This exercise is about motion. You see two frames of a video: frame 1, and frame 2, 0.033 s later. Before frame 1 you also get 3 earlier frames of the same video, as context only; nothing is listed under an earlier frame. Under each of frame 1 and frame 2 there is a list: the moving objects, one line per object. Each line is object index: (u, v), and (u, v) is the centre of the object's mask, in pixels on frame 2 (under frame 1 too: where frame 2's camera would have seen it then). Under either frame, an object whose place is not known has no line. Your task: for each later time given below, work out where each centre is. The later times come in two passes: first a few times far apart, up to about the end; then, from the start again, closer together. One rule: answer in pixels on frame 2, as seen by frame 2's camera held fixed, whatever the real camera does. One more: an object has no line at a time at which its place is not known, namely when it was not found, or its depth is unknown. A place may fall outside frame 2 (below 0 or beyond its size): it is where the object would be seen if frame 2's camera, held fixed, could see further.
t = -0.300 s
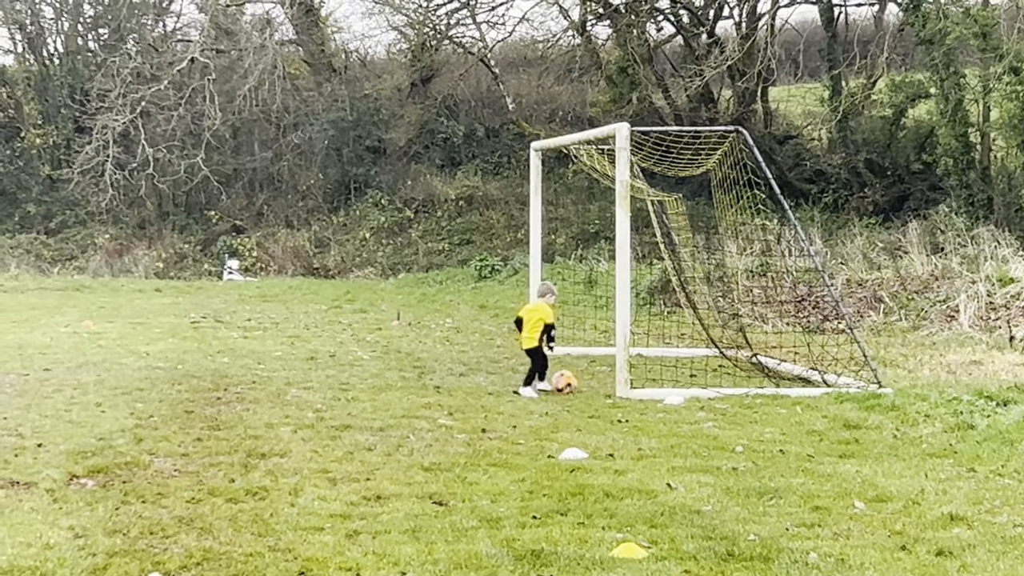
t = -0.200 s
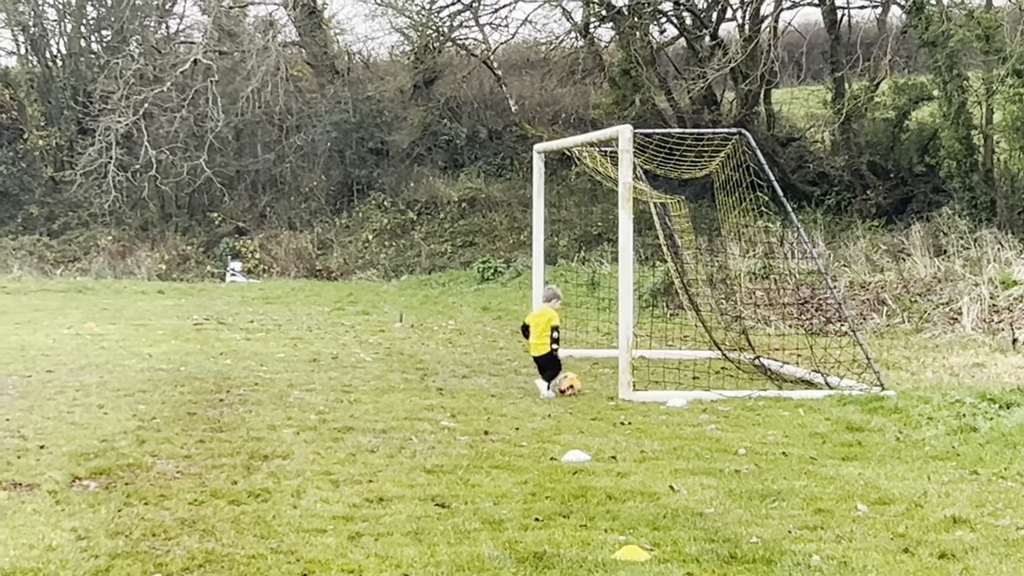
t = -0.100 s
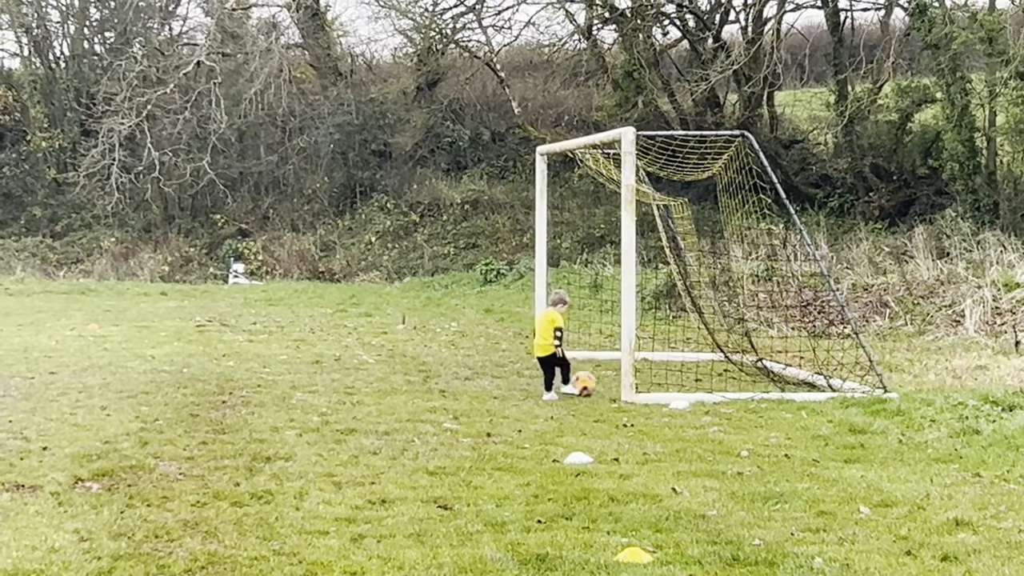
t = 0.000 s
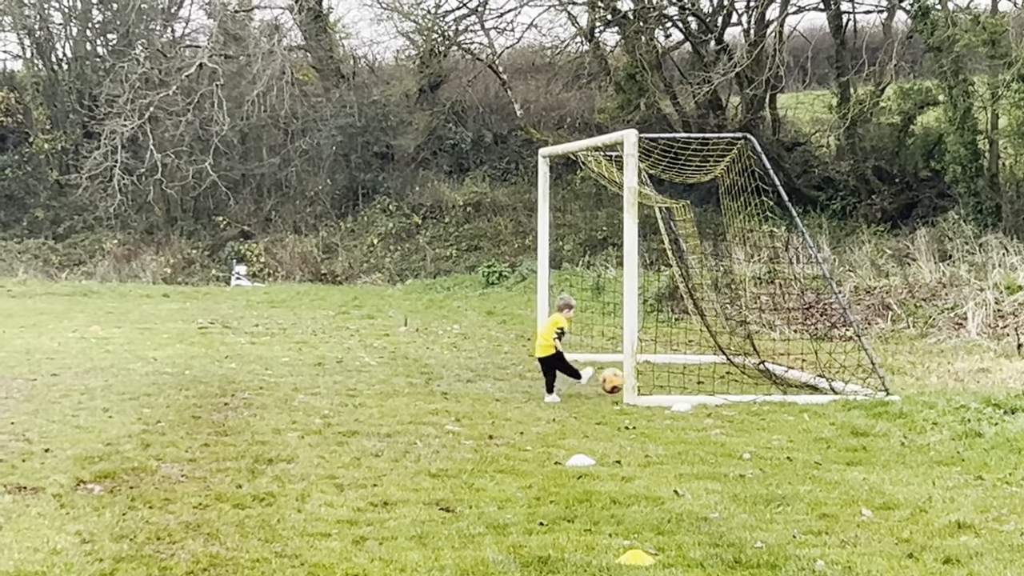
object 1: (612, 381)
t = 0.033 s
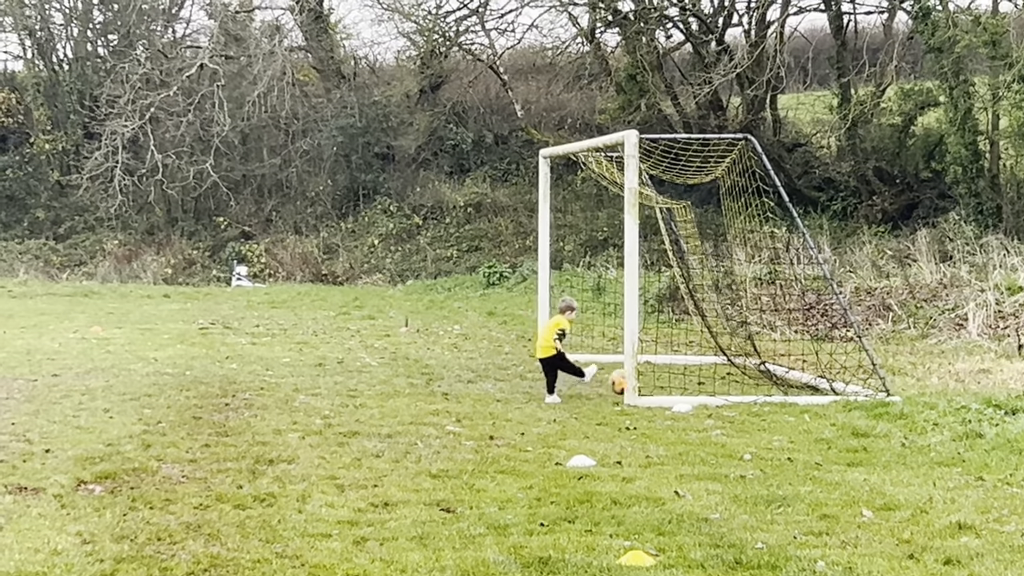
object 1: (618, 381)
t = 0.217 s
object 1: (661, 382)
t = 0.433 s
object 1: (694, 385)
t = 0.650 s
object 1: (721, 385)
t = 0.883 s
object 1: (747, 387)
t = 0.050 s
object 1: (620, 382)
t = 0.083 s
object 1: (642, 385)
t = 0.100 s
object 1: (645, 386)
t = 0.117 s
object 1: (646, 386)
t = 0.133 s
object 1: (648, 385)
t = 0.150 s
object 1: (650, 384)
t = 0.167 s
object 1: (651, 384)
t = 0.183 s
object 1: (655, 382)
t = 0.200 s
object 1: (658, 382)
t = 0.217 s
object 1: (661, 382)
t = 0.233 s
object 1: (664, 382)
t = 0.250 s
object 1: (667, 382)
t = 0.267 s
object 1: (670, 383)
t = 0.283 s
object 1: (674, 384)
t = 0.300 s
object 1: (676, 384)
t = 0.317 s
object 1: (678, 386)
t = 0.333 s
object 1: (681, 386)
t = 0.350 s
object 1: (683, 385)
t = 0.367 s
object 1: (686, 384)
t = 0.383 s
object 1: (688, 385)
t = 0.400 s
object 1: (690, 385)
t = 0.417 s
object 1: (692, 385)
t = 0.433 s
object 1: (694, 385)
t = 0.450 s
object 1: (696, 385)
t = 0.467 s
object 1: (699, 385)
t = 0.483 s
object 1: (701, 384)
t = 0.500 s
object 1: (703, 385)
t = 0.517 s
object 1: (705, 384)
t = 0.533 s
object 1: (707, 385)
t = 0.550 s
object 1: (709, 385)
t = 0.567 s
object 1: (712, 385)
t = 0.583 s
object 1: (714, 386)
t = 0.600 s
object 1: (716, 386)
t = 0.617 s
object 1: (718, 386)
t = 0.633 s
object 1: (719, 386)
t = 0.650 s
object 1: (721, 385)
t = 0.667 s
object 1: (722, 385)
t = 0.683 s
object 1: (726, 384)
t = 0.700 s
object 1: (727, 385)
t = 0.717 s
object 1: (728, 386)
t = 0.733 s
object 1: (730, 387)
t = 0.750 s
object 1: (731, 388)
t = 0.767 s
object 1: (733, 387)
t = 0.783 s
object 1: (735, 387)
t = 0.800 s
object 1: (738, 387)
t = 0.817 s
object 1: (739, 387)
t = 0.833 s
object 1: (741, 387)
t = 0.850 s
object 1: (743, 387)
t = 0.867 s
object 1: (745, 387)
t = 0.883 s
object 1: (747, 387)
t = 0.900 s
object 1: (748, 387)
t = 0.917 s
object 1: (750, 387)
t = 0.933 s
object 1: (752, 388)
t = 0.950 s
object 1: (754, 388)
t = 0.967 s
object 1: (756, 387)
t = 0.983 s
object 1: (758, 388)
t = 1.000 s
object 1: (760, 388)
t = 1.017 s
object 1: (762, 389)
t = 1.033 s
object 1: (763, 389)
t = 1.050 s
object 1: (765, 390)
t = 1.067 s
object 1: (766, 390)
